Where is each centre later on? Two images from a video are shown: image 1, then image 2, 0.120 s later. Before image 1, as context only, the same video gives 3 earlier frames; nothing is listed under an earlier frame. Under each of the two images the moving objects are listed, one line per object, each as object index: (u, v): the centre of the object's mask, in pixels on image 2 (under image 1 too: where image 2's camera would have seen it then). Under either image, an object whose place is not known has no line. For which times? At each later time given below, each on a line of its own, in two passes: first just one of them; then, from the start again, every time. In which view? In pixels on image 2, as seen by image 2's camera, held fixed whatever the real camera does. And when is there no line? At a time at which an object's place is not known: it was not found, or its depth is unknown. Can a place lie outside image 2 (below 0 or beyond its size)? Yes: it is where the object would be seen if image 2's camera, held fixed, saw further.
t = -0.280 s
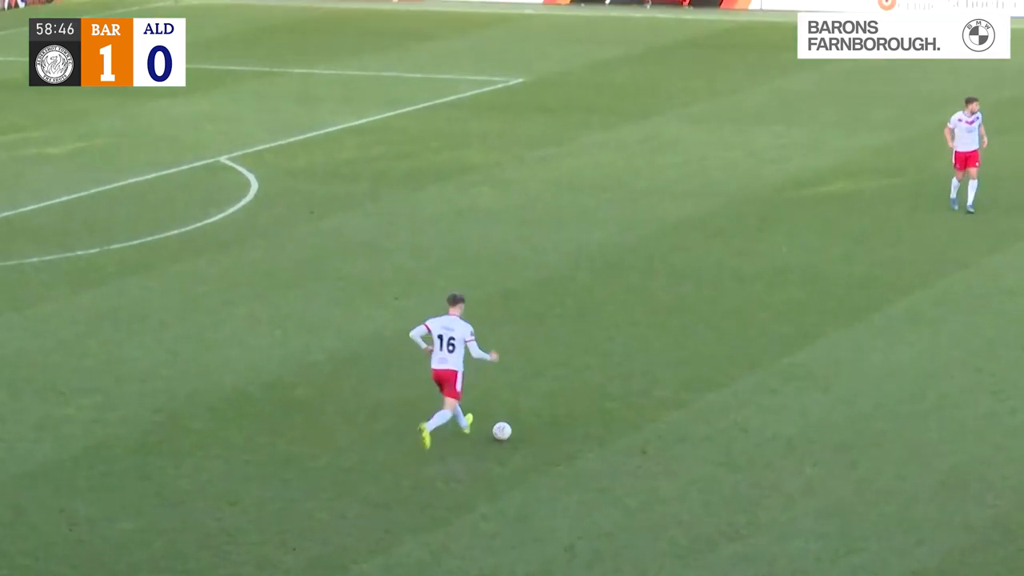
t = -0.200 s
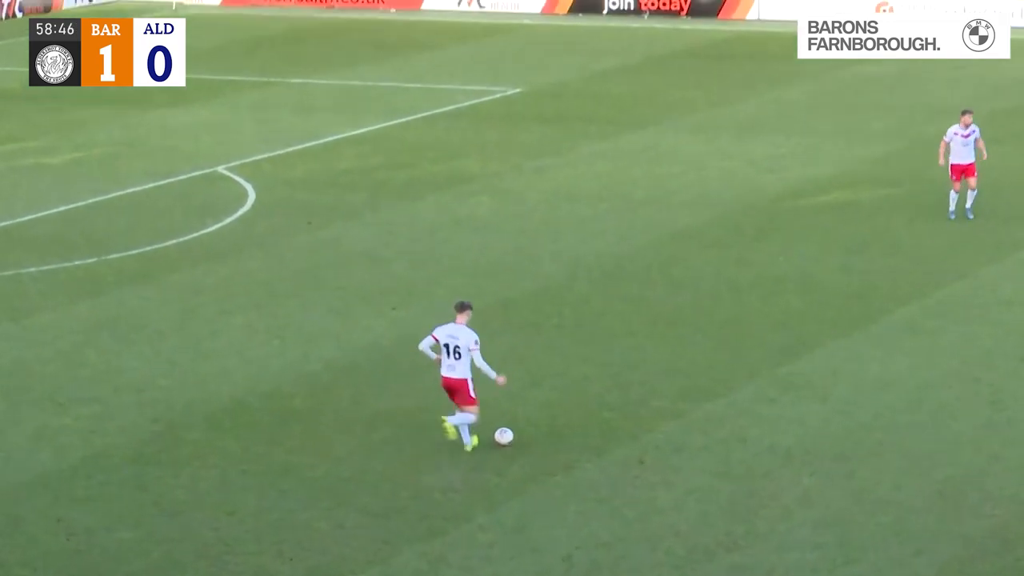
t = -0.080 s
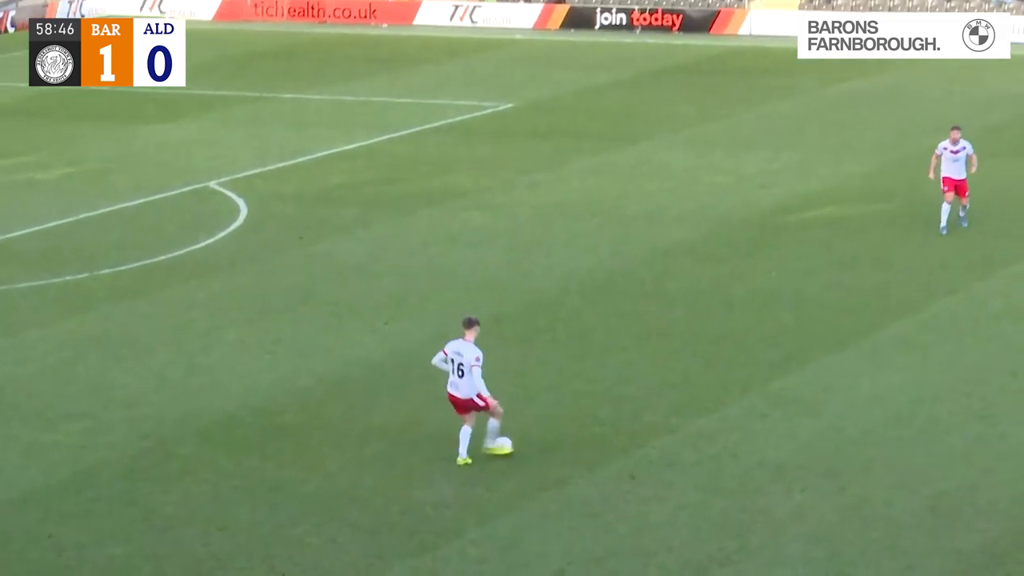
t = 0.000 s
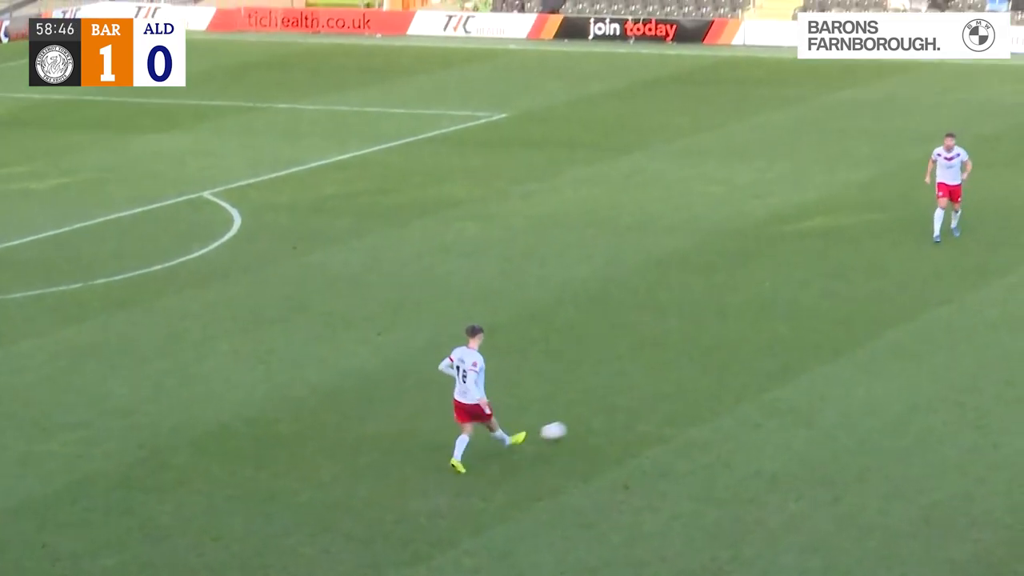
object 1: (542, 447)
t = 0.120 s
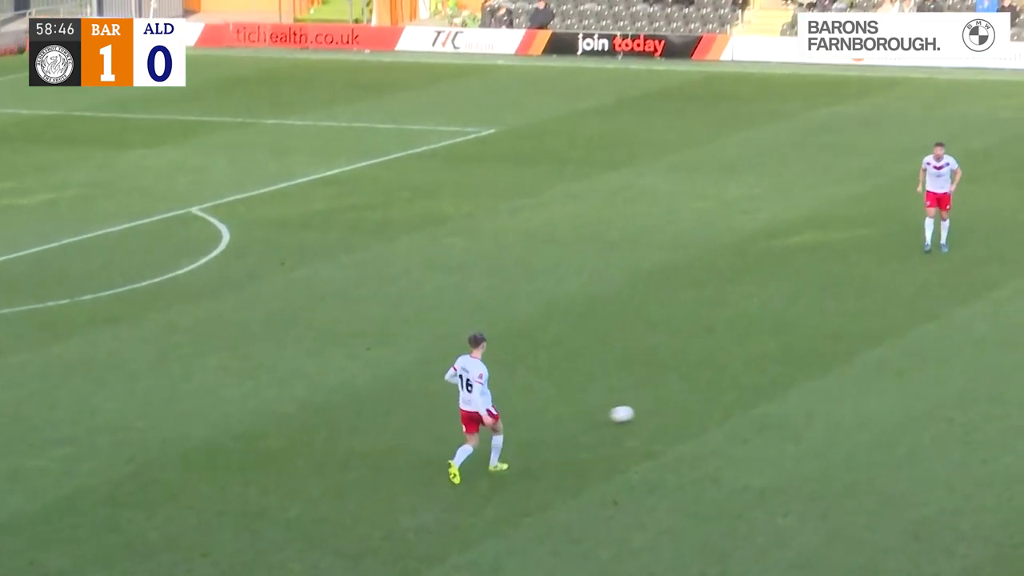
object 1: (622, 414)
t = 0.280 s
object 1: (701, 376)
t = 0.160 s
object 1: (644, 404)
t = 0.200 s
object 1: (665, 393)
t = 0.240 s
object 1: (684, 384)
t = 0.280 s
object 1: (701, 376)
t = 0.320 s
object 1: (716, 369)
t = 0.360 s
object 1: (734, 361)
